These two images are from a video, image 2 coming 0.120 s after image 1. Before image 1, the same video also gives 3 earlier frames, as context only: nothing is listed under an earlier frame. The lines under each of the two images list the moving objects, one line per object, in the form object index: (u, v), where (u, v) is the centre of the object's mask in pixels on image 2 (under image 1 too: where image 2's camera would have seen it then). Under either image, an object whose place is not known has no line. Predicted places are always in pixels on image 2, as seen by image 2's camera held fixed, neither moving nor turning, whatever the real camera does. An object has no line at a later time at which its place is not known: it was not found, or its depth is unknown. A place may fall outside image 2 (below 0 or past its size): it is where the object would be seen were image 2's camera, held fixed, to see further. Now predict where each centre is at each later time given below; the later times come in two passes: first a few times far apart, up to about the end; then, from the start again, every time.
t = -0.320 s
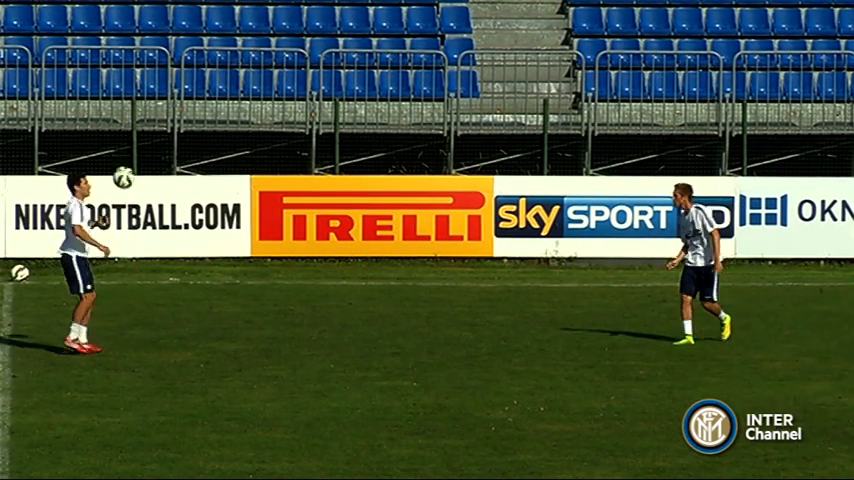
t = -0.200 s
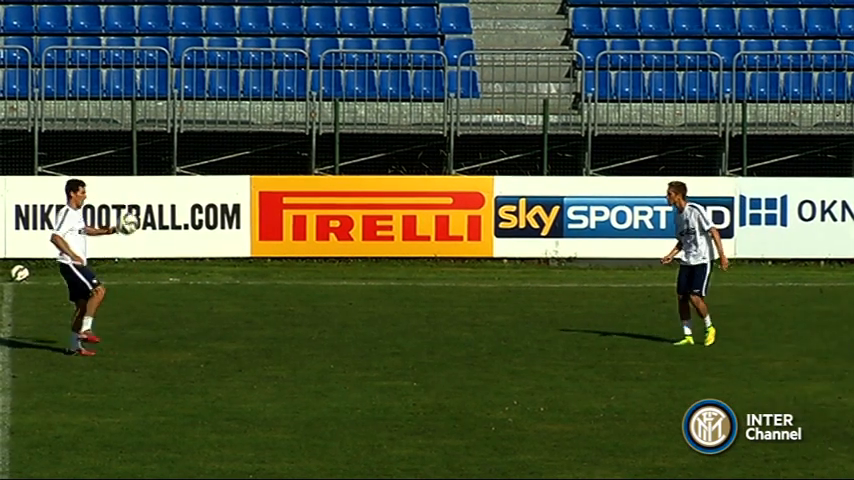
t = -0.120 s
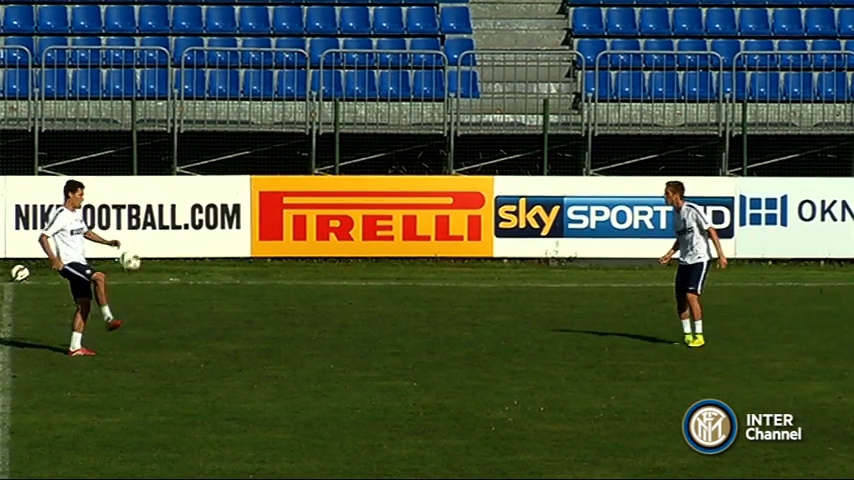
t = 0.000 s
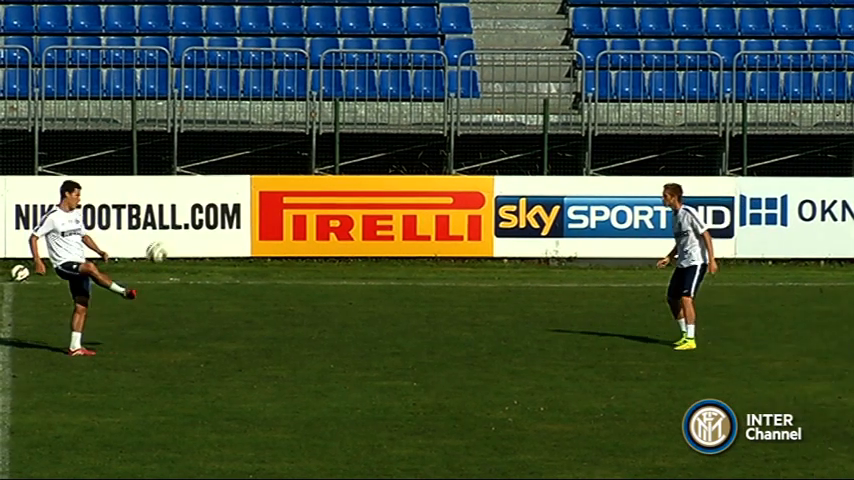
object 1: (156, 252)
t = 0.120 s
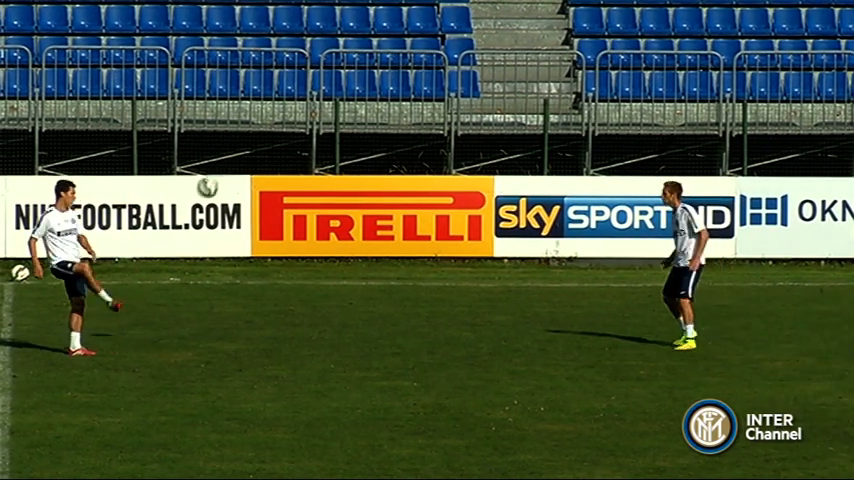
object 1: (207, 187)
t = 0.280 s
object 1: (274, 122)
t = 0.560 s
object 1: (390, 70)
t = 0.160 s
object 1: (225, 167)
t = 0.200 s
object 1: (241, 151)
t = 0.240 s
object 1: (257, 136)
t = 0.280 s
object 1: (274, 122)
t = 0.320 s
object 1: (291, 110)
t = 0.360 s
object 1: (308, 99)
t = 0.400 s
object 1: (325, 91)
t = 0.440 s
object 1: (341, 83)
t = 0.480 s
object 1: (356, 77)
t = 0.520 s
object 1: (373, 72)
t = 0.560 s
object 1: (390, 70)
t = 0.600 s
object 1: (407, 69)
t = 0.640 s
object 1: (424, 70)
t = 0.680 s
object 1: (440, 72)
